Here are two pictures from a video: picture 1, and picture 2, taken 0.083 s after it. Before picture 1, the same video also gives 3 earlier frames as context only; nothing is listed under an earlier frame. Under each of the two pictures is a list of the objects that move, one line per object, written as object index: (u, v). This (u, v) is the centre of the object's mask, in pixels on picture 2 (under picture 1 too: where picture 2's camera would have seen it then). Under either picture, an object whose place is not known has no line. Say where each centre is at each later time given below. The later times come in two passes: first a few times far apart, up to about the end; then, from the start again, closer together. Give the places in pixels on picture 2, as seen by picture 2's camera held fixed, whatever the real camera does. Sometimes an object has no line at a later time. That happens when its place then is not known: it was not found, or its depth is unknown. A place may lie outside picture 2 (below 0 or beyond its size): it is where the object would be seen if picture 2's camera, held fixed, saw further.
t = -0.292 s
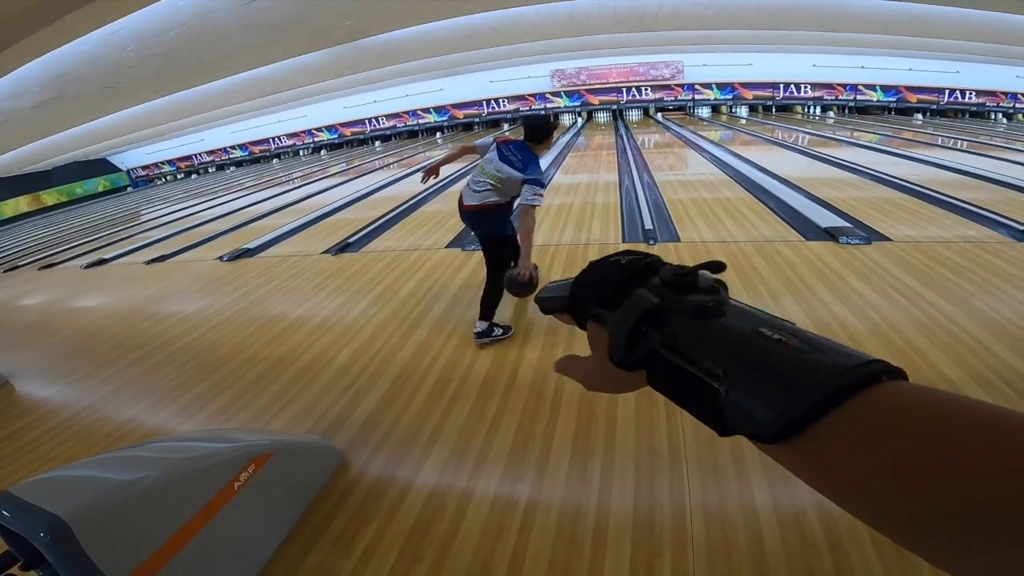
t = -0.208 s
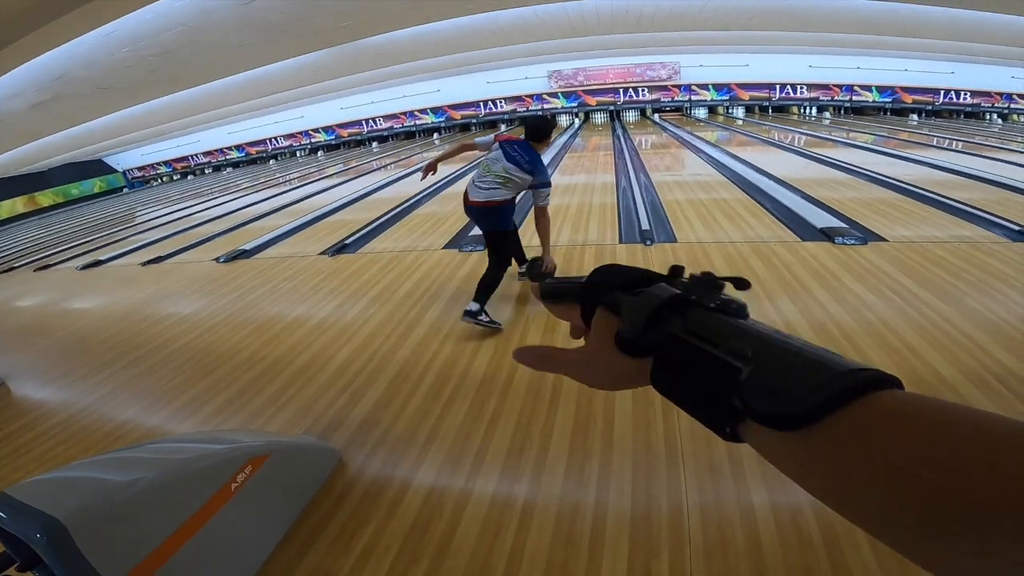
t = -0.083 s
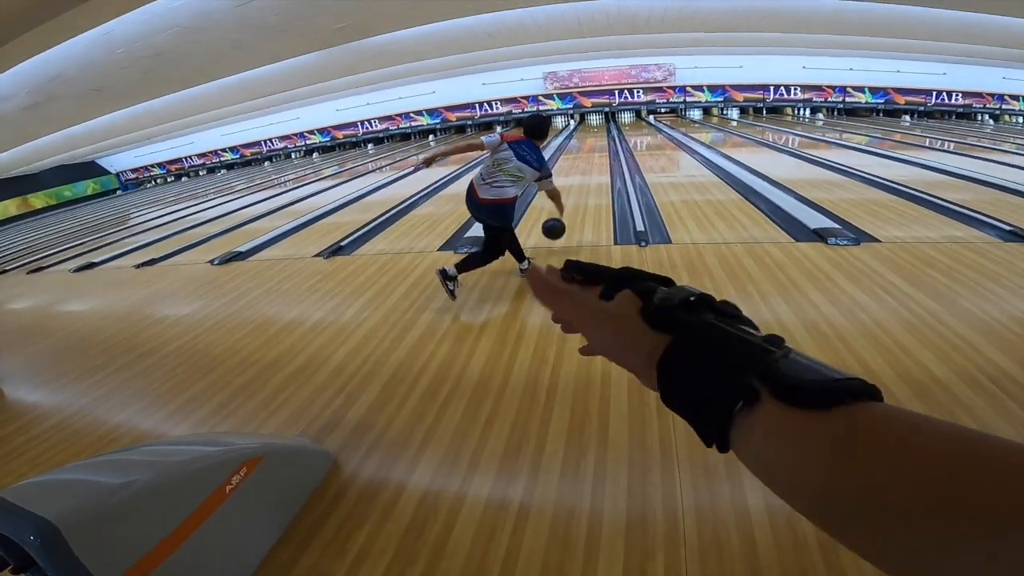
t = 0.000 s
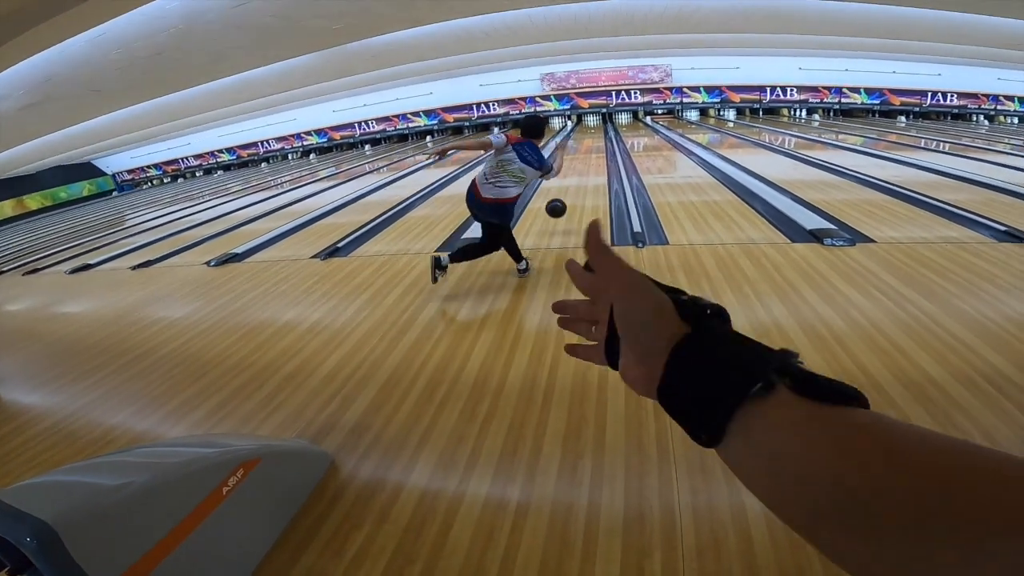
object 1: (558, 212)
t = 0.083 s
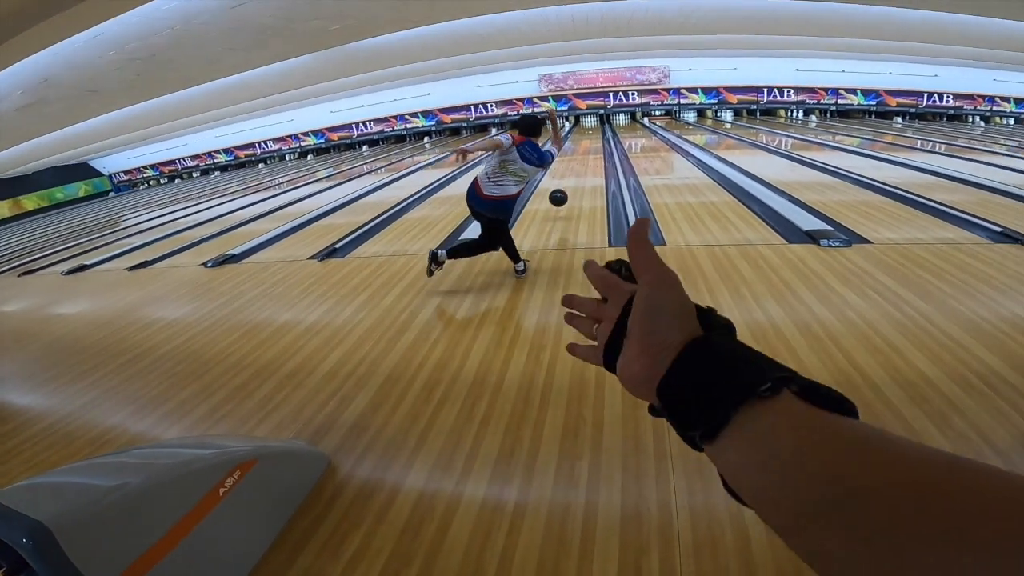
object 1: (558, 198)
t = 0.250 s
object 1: (567, 192)
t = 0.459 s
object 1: (571, 175)
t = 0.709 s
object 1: (576, 161)
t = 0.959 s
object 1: (579, 150)
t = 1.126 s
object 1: (581, 144)
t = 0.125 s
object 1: (560, 196)
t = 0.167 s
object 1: (563, 194)
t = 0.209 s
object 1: (564, 194)
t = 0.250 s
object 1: (567, 192)
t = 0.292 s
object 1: (567, 188)
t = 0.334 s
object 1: (568, 184)
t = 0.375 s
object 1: (569, 181)
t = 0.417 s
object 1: (570, 178)
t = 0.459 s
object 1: (571, 175)
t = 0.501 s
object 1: (572, 172)
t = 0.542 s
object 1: (573, 170)
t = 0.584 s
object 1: (574, 167)
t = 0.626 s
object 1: (574, 165)
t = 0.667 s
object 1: (575, 162)
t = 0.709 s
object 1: (576, 161)
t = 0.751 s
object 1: (577, 159)
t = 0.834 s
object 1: (578, 154)
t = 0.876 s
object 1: (578, 153)
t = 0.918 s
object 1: (579, 151)
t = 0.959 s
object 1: (579, 150)
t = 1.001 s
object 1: (580, 148)
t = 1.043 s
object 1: (580, 147)
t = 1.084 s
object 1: (581, 145)
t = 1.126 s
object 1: (581, 144)
